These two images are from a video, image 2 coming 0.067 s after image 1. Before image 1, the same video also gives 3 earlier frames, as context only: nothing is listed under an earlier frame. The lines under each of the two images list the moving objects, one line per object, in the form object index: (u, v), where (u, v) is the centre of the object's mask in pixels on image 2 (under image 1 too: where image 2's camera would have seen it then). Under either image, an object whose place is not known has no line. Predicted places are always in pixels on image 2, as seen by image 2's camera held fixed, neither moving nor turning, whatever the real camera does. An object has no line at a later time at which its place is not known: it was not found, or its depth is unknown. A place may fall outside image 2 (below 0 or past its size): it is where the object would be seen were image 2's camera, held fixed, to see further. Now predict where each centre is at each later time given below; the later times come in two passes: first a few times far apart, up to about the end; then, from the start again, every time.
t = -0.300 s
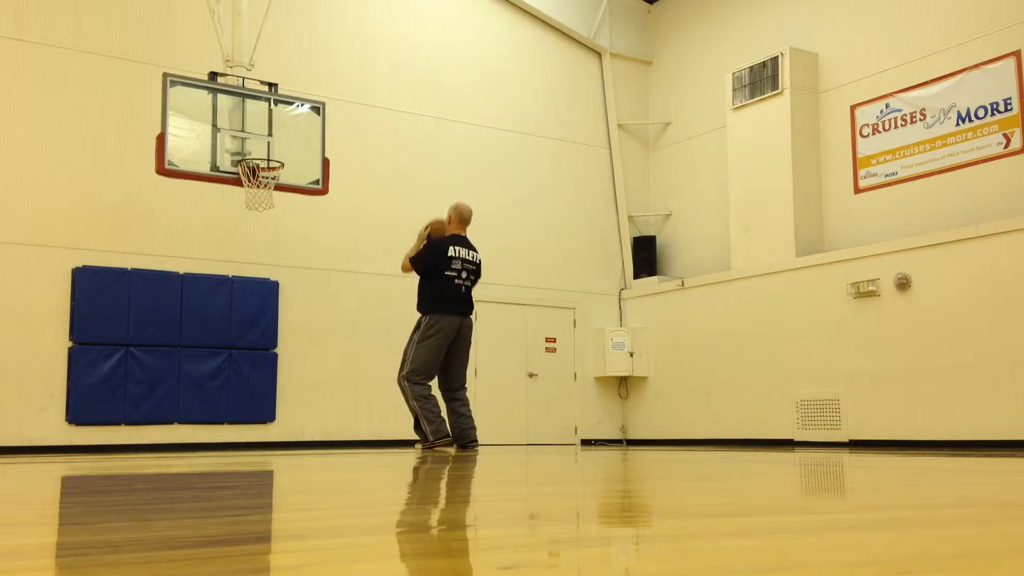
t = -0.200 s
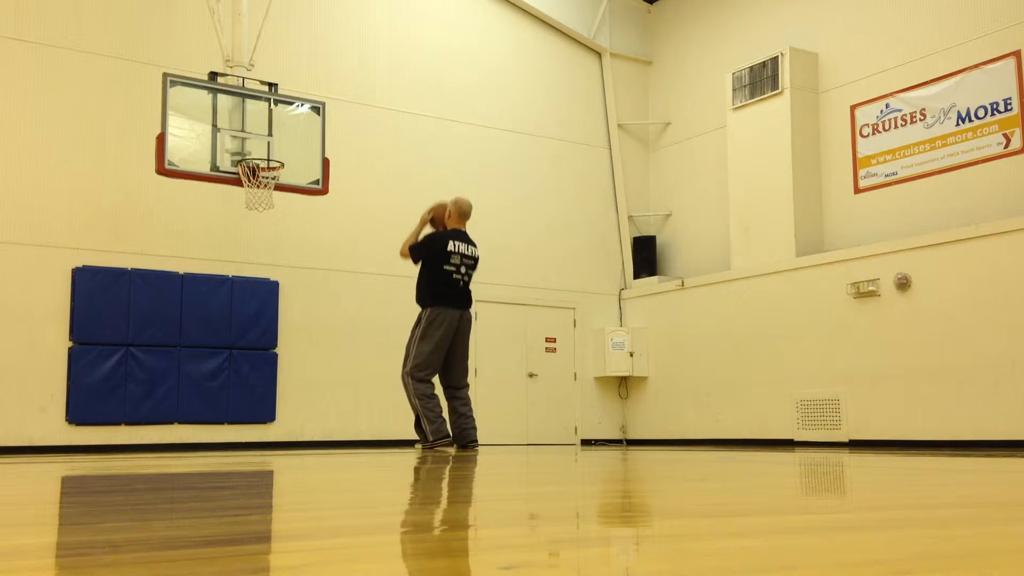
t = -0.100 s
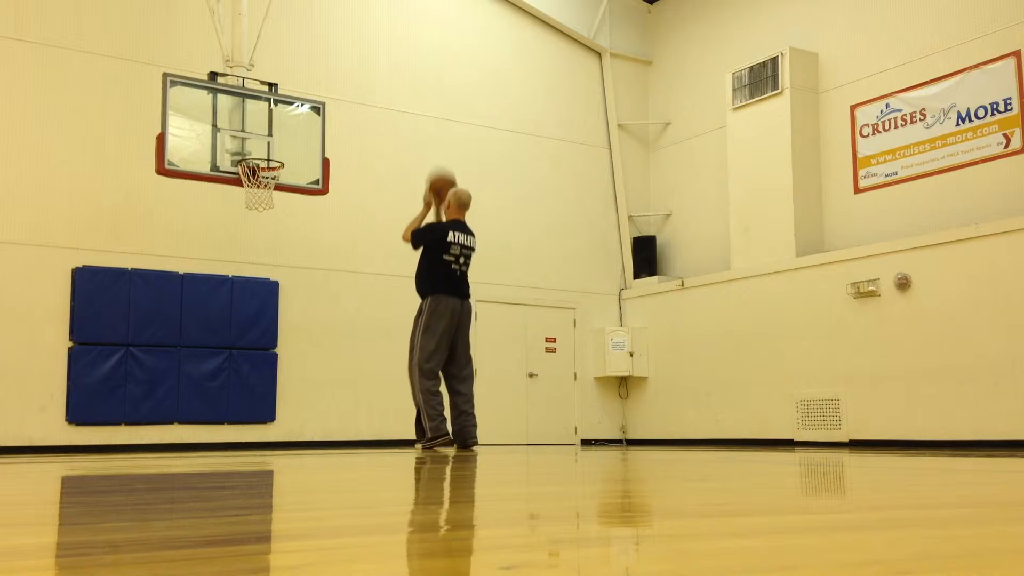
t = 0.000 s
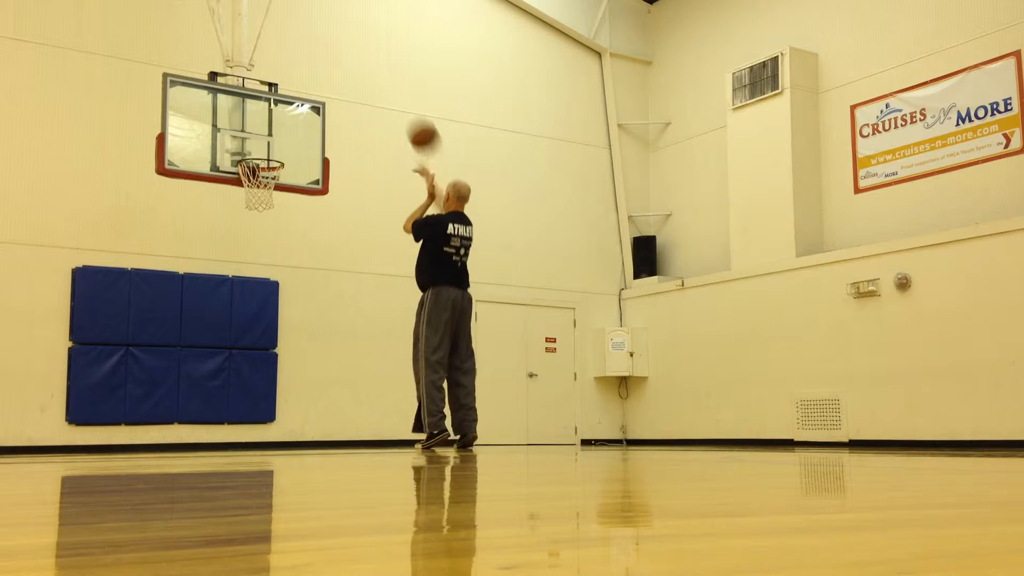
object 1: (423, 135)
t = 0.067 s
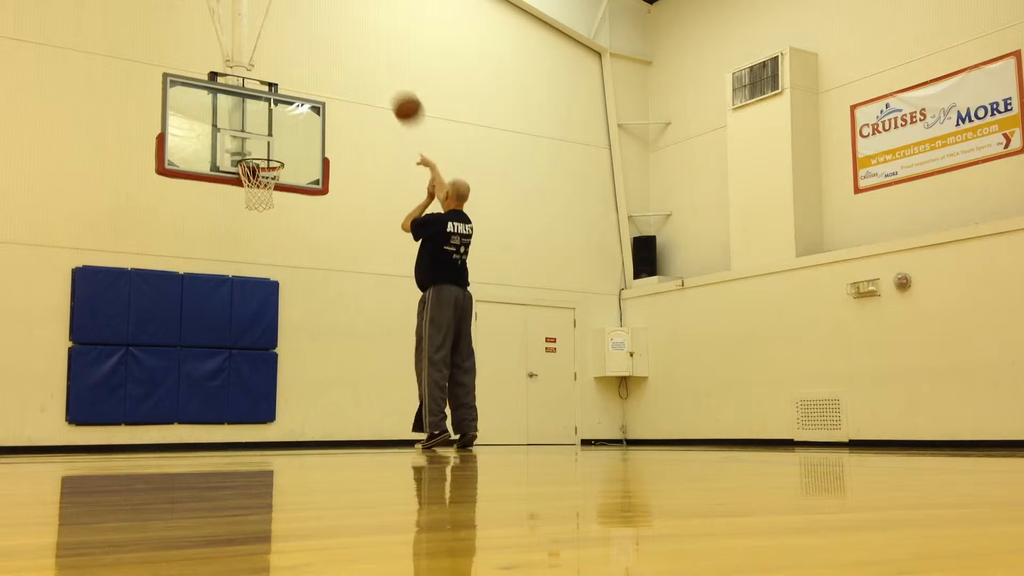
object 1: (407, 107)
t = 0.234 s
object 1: (370, 65)
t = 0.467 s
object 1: (327, 59)
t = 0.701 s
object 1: (290, 103)
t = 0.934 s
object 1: (266, 147)
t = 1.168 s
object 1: (261, 149)
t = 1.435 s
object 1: (268, 155)
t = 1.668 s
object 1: (249, 174)
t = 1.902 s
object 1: (259, 221)
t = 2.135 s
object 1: (268, 301)
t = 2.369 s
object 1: (275, 435)
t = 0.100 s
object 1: (399, 96)
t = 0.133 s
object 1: (392, 86)
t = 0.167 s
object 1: (384, 78)
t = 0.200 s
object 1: (377, 71)
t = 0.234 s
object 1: (370, 65)
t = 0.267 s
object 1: (364, 61)
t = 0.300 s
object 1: (357, 58)
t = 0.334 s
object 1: (351, 56)
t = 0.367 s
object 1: (345, 55)
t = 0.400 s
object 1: (339, 56)
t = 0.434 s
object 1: (333, 57)
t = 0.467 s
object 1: (327, 59)
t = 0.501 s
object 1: (321, 63)
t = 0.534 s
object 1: (316, 67)
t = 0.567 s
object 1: (310, 73)
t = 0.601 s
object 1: (305, 79)
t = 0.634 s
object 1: (300, 86)
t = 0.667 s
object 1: (295, 94)
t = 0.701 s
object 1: (290, 103)
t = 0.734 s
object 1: (285, 114)
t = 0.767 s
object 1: (281, 124)
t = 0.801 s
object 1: (276, 136)
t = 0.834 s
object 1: (271, 148)
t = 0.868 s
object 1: (269, 149)
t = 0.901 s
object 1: (268, 147)
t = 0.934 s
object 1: (266, 147)
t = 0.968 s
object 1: (264, 147)
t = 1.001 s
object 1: (262, 149)
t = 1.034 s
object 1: (261, 151)
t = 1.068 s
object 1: (259, 153)
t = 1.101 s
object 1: (258, 154)
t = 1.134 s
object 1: (259, 152)
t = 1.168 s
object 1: (261, 149)
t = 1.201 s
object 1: (263, 148)
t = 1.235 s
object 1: (265, 147)
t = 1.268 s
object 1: (267, 147)
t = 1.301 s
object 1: (268, 148)
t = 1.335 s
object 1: (270, 150)
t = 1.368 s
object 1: (272, 153)
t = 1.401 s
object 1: (271, 155)
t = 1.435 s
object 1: (268, 155)
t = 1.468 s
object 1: (263, 156)
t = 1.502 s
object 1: (258, 154)
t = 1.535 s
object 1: (252, 158)
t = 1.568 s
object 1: (251, 168)
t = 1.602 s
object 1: (250, 171)
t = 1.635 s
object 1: (249, 172)
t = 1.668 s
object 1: (249, 174)
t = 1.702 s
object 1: (249, 178)
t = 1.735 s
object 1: (253, 190)
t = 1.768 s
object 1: (254, 195)
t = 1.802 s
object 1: (254, 201)
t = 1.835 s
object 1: (256, 209)
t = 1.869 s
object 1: (257, 213)
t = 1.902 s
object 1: (259, 221)
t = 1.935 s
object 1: (260, 229)
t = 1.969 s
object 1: (262, 238)
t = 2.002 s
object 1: (263, 248)
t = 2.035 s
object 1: (264, 259)
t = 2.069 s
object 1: (265, 271)
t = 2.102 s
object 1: (267, 288)
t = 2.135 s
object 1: (268, 301)
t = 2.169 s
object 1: (269, 316)
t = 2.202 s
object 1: (270, 334)
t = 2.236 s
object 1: (271, 352)
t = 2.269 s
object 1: (271, 368)
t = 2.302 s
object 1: (272, 390)
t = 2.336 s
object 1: (273, 409)
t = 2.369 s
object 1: (275, 435)
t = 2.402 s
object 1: (278, 428)
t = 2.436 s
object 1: (279, 412)
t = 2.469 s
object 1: (281, 398)
